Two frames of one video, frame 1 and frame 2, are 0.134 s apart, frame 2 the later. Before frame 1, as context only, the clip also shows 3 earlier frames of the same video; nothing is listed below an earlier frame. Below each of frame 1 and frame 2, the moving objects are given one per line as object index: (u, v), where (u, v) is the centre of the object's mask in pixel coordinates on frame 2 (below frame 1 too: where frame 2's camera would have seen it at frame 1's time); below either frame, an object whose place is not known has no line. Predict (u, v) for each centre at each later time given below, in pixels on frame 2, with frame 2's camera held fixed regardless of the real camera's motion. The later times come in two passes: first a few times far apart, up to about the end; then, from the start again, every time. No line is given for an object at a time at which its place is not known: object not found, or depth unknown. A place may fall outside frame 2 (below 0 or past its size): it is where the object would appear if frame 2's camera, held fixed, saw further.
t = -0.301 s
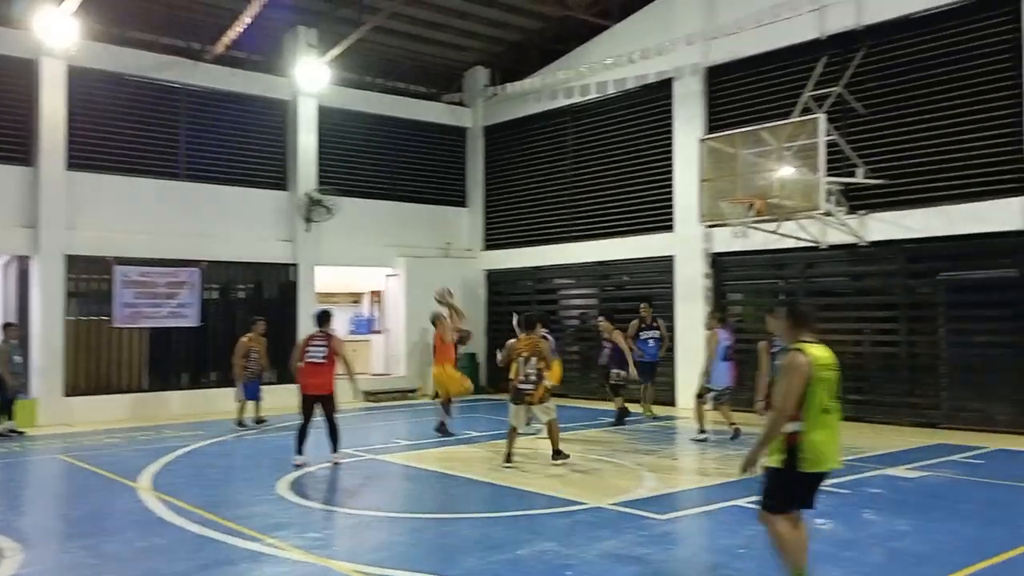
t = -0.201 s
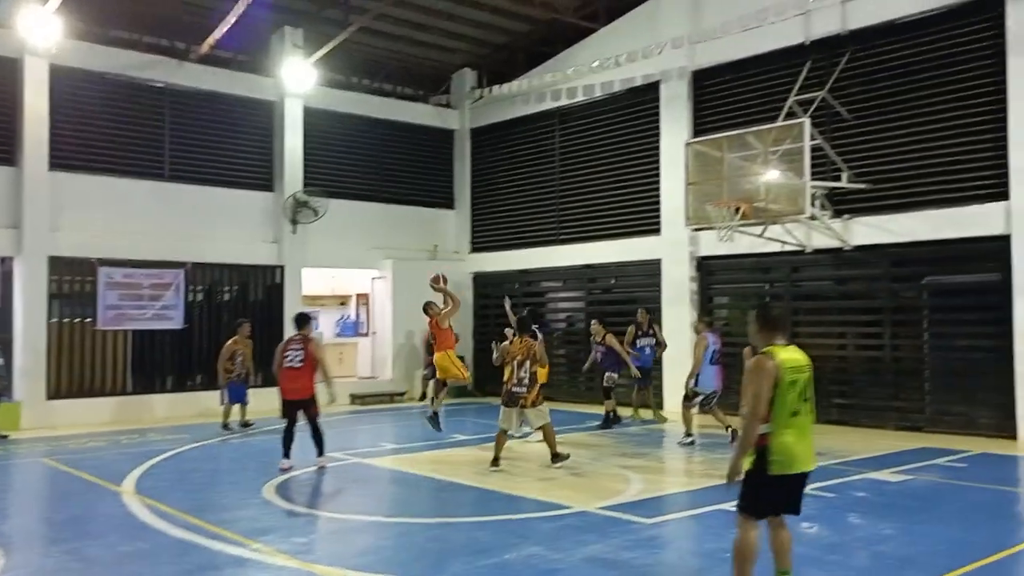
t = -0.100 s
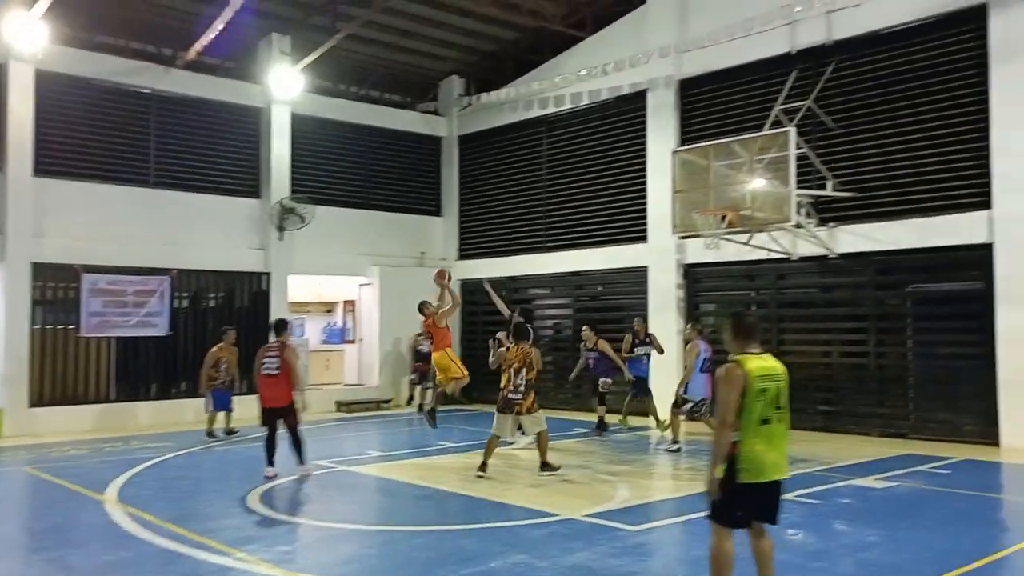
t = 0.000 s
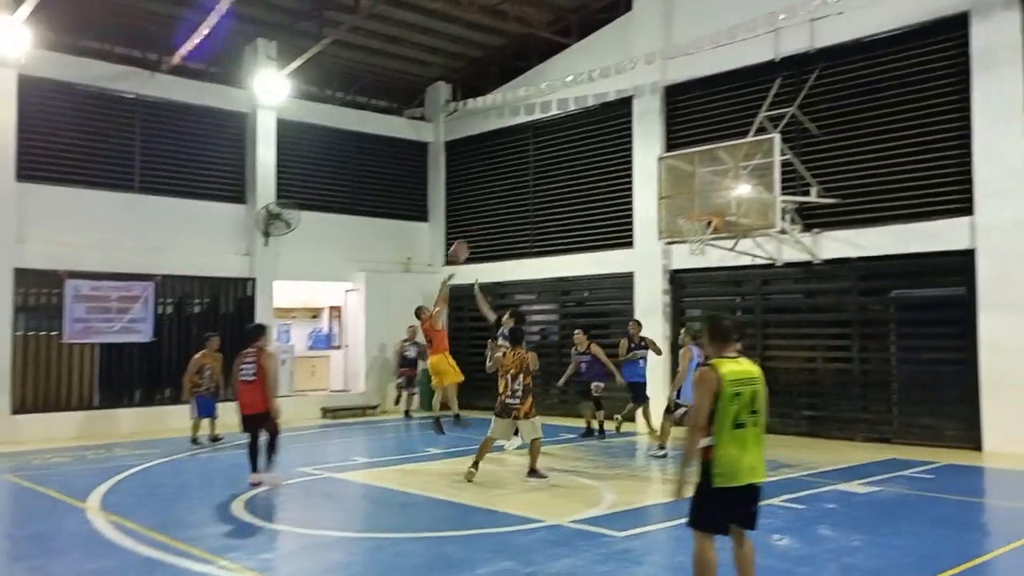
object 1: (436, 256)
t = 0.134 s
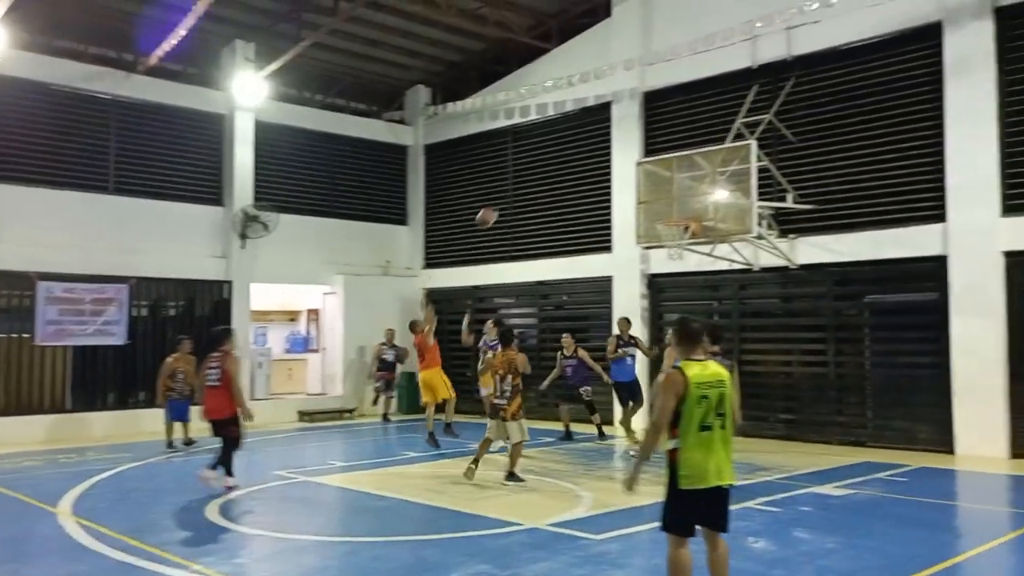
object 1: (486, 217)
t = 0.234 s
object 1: (523, 197)
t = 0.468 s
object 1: (606, 179)
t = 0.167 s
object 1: (498, 209)
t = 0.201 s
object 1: (511, 203)
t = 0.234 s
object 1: (523, 197)
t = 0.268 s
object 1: (535, 191)
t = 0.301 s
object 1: (547, 188)
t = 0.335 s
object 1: (559, 185)
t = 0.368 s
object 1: (570, 182)
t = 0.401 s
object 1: (582, 179)
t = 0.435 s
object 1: (593, 179)
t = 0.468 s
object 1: (606, 179)
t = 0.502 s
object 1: (616, 180)
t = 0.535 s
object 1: (628, 180)
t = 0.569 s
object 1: (639, 183)
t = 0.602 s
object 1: (650, 187)
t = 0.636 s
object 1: (661, 189)
